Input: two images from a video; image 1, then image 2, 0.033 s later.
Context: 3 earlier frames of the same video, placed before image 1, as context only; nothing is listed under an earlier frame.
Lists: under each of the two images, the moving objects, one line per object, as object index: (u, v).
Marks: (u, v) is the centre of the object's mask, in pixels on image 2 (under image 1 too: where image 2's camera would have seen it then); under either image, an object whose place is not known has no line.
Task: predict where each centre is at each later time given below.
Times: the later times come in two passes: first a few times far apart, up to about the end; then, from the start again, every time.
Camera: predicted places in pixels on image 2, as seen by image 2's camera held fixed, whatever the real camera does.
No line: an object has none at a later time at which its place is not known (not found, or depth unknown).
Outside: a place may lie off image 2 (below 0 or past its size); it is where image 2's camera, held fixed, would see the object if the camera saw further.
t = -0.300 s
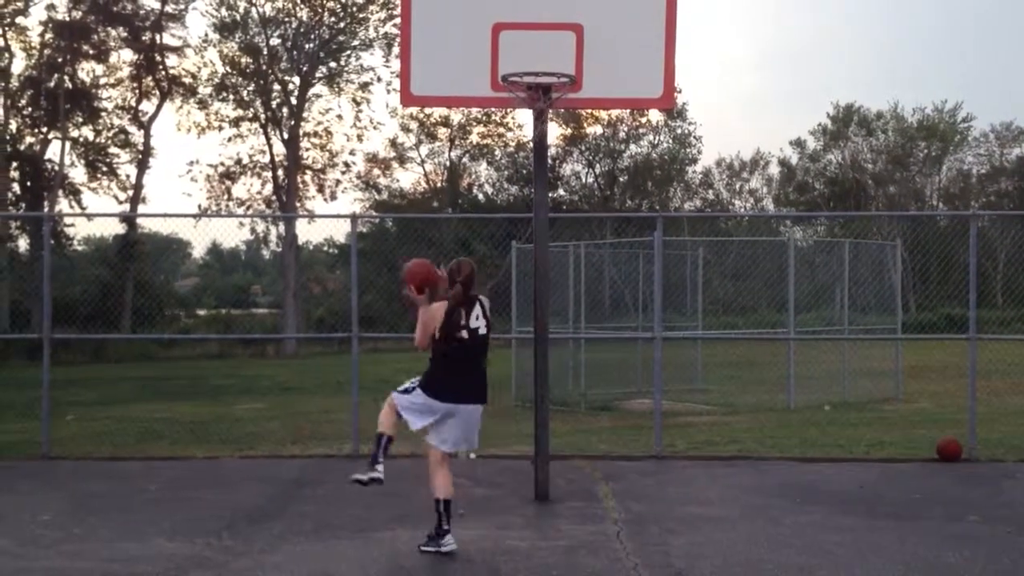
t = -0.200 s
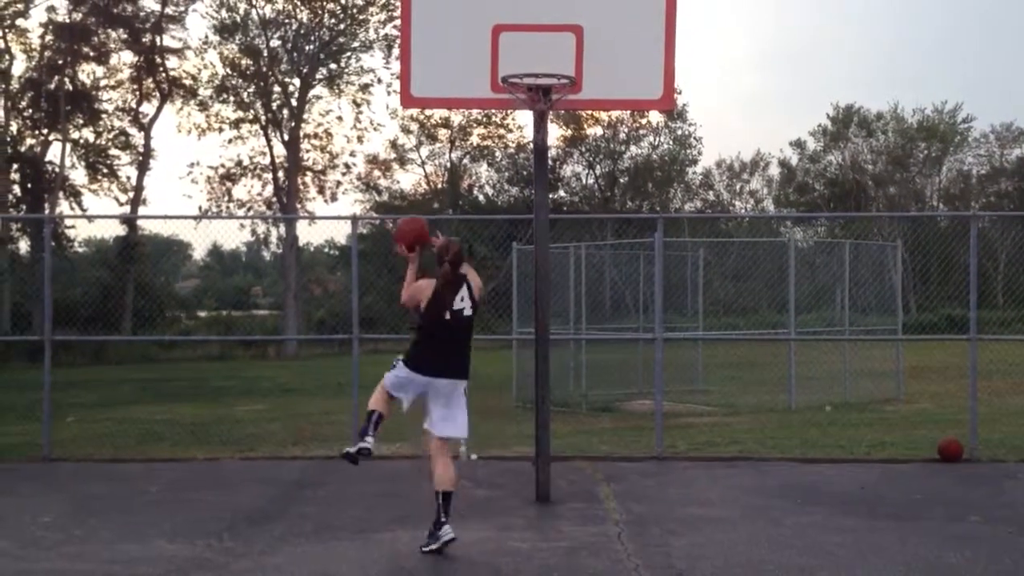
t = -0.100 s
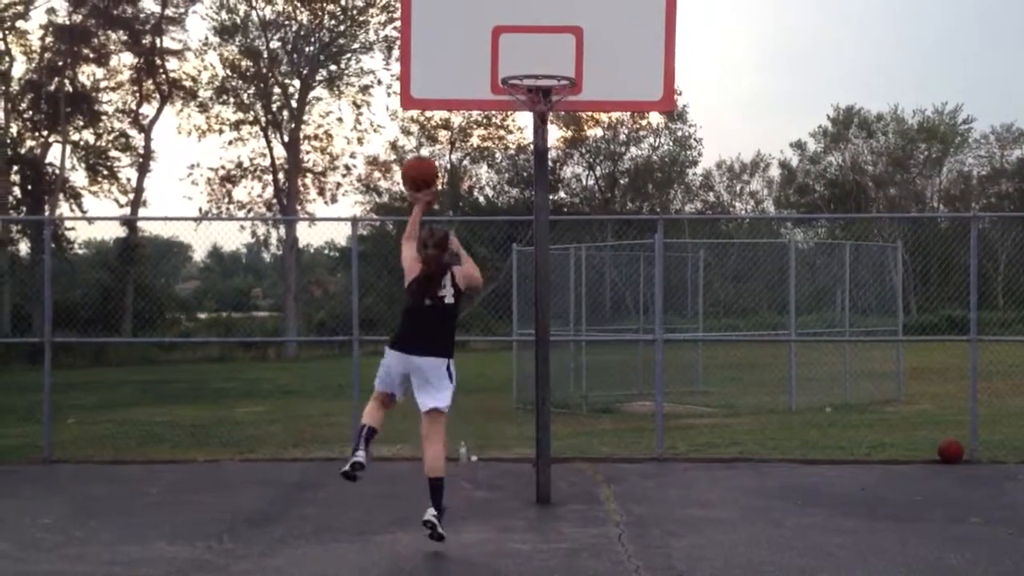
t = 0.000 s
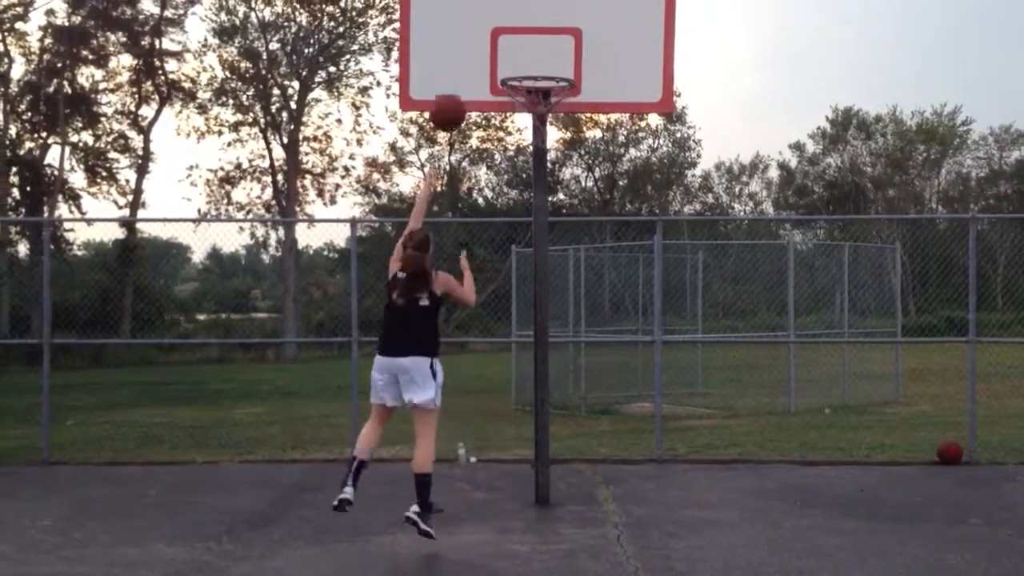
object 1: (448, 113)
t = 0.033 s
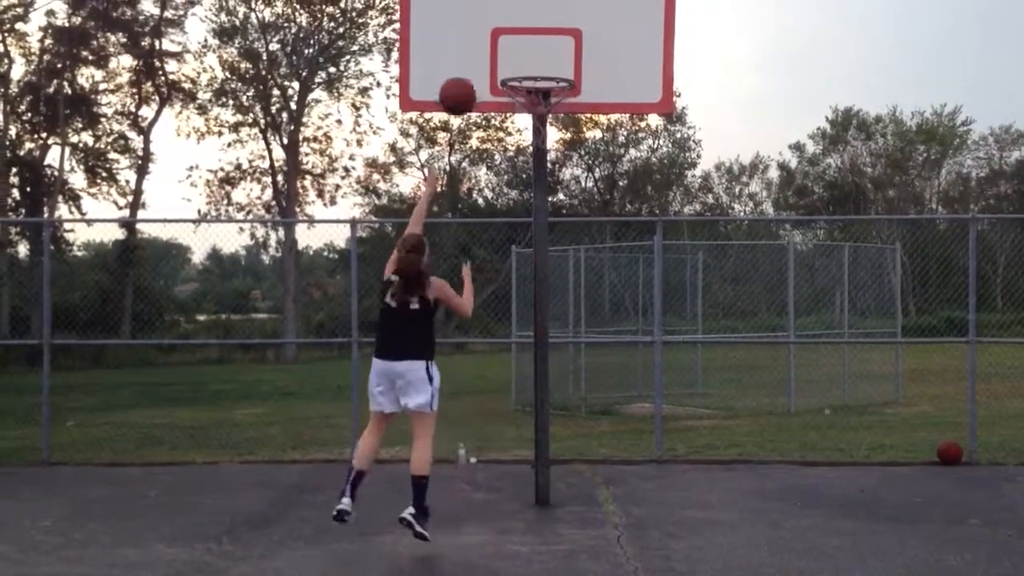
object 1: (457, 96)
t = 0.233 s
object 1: (507, 40)
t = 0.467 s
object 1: (547, 62)
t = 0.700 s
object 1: (552, 60)
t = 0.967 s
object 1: (524, 65)
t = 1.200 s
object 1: (524, 108)
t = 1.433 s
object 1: (539, 168)
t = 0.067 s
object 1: (467, 81)
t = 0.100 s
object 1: (477, 68)
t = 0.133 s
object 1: (486, 57)
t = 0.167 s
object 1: (495, 48)
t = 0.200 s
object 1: (501, 43)
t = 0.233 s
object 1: (507, 40)
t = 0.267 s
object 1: (513, 38)
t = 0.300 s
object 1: (519, 38)
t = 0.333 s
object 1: (524, 40)
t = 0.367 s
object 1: (530, 44)
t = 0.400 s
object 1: (536, 49)
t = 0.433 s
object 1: (542, 56)
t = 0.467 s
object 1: (547, 62)
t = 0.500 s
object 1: (550, 64)
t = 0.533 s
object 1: (550, 60)
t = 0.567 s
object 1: (551, 58)
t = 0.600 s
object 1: (551, 56)
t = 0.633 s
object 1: (551, 56)
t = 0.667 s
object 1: (552, 57)
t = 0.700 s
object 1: (552, 60)
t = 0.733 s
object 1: (551, 62)
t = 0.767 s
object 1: (547, 60)
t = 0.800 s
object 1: (543, 59)
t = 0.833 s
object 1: (538, 59)
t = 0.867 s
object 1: (533, 63)
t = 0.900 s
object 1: (529, 66)
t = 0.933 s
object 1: (526, 67)
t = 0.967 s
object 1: (524, 65)
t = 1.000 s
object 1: (522, 67)
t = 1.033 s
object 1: (520, 77)
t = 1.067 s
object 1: (520, 82)
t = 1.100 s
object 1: (519, 88)
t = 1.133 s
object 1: (521, 95)
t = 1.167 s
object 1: (523, 102)
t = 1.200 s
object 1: (524, 108)
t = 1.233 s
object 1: (525, 112)
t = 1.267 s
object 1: (527, 118)
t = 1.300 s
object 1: (532, 124)
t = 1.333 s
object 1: (533, 136)
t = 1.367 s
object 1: (535, 146)
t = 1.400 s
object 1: (537, 157)
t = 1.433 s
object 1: (539, 168)
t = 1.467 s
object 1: (542, 183)
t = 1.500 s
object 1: (542, 198)
